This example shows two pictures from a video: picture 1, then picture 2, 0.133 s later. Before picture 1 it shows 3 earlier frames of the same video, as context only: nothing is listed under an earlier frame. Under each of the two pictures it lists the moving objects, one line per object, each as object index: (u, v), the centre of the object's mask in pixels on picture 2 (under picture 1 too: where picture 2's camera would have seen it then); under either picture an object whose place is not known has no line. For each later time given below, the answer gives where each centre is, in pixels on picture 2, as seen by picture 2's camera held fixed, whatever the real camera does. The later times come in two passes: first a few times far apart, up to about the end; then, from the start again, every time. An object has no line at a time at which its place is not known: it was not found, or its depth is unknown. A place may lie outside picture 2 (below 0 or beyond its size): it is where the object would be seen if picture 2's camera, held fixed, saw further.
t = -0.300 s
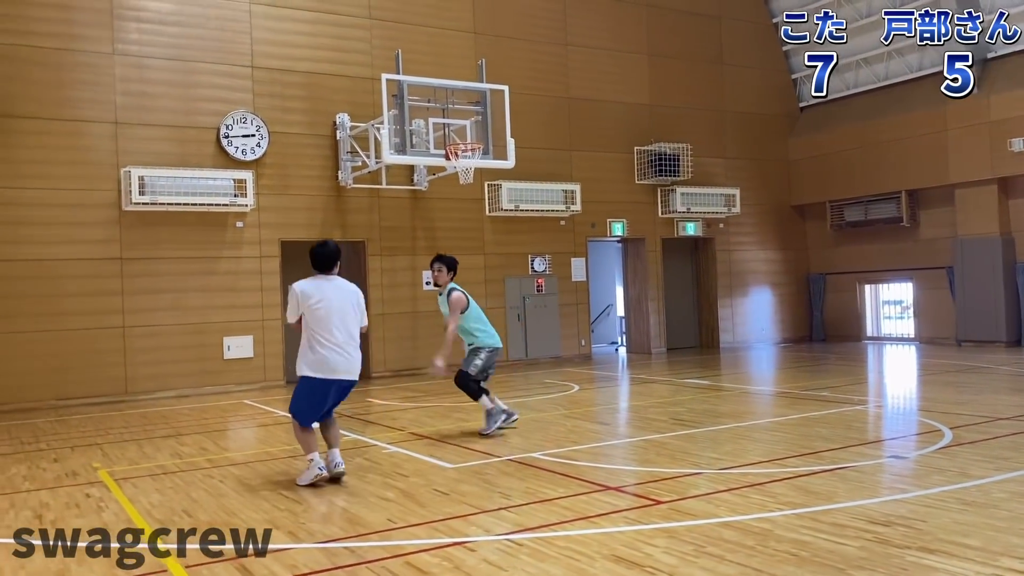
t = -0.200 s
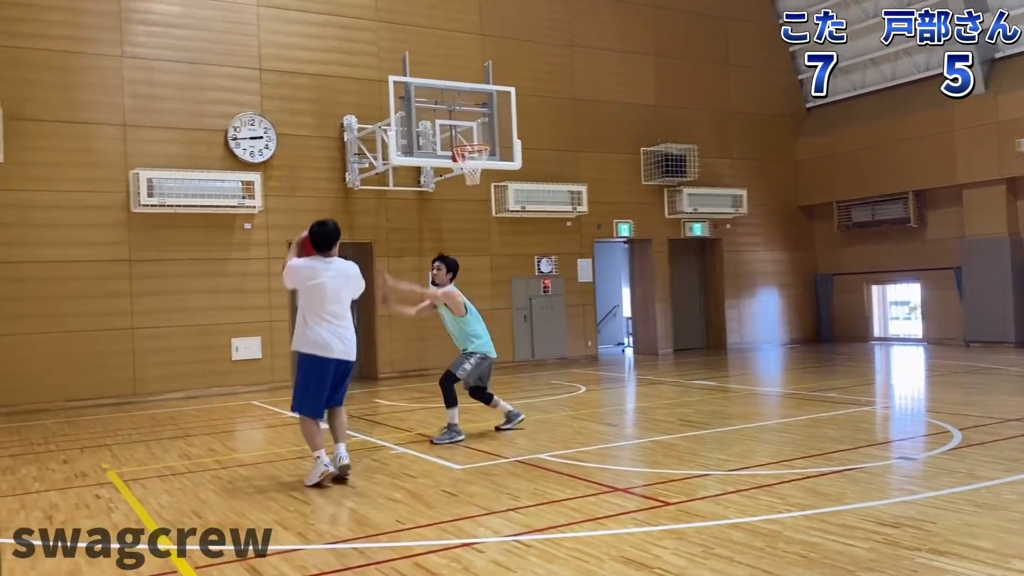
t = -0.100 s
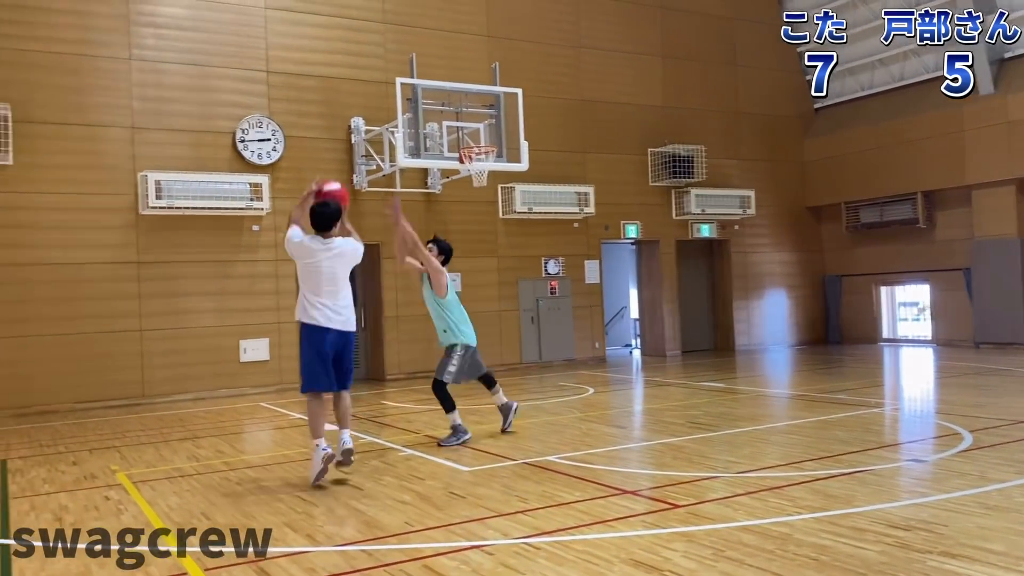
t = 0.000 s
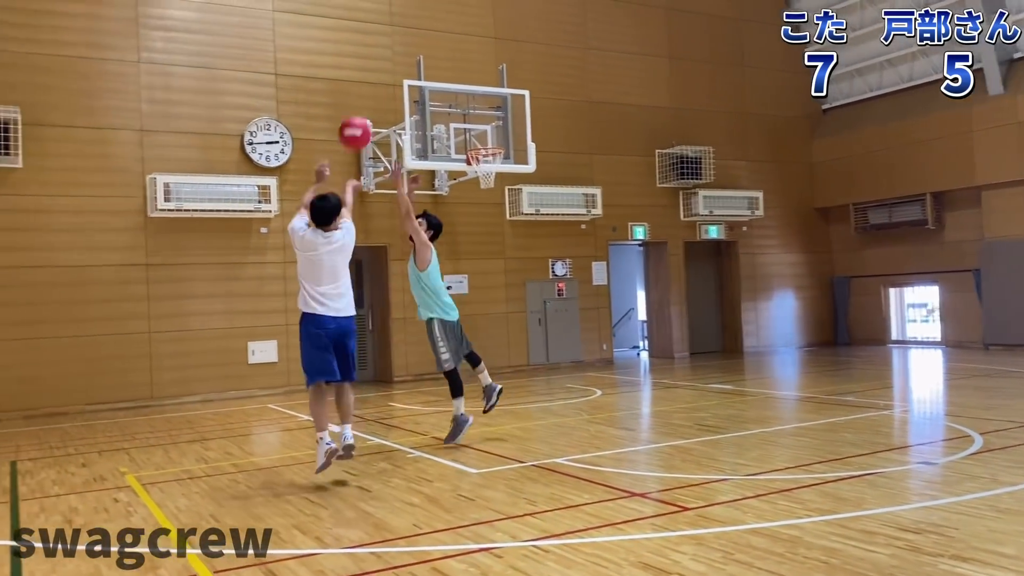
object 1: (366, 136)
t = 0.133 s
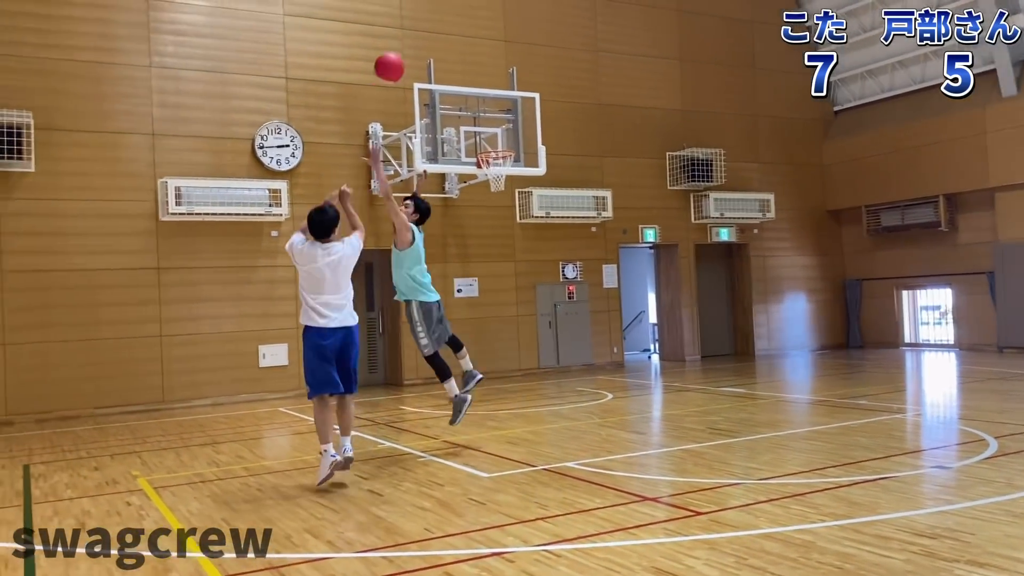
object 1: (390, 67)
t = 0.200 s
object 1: (400, 45)
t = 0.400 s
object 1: (429, 13)
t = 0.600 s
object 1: (455, 24)
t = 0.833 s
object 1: (481, 76)
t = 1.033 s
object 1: (501, 143)
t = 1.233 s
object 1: (521, 106)
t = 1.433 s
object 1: (544, 97)
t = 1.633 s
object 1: (572, 127)
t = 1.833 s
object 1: (606, 203)
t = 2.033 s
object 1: (642, 332)
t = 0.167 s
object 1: (395, 55)
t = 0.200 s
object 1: (400, 45)
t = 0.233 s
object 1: (405, 36)
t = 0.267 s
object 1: (410, 29)
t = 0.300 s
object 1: (416, 23)
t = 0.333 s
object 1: (420, 18)
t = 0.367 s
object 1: (425, 15)
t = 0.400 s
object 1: (429, 13)
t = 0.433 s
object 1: (434, 12)
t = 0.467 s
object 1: (438, 12)
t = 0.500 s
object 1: (443, 14)
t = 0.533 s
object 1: (447, 16)
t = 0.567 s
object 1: (451, 20)
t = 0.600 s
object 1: (455, 24)
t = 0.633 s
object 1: (458, 29)
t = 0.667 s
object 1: (462, 35)
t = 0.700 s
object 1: (466, 42)
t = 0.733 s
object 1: (470, 49)
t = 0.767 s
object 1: (474, 58)
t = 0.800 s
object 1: (477, 67)
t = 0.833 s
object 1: (481, 76)
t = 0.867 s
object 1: (484, 87)
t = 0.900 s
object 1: (488, 98)
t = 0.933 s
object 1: (491, 109)
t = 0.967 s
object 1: (494, 122)
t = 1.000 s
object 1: (497, 134)
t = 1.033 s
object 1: (501, 143)
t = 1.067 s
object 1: (504, 135)
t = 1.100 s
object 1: (506, 128)
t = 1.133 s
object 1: (510, 121)
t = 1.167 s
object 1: (513, 115)
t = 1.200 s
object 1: (517, 110)
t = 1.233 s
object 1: (521, 106)
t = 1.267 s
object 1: (524, 102)
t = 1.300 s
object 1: (528, 99)
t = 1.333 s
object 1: (532, 97)
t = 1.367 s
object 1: (536, 96)
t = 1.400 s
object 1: (540, 96)
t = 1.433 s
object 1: (544, 97)
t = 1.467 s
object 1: (548, 100)
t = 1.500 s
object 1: (552, 103)
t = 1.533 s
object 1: (557, 107)
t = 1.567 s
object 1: (563, 113)
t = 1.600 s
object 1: (567, 119)
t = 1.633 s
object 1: (572, 127)
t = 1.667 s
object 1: (578, 137)
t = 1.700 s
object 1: (583, 147)
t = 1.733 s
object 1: (589, 159)
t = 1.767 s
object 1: (594, 173)
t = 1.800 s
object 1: (600, 187)
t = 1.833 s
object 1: (606, 203)
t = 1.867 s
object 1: (612, 221)
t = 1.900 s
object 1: (618, 239)
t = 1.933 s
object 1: (624, 259)
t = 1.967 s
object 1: (630, 282)
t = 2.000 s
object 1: (636, 306)
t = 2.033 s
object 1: (642, 332)
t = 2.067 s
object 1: (650, 356)
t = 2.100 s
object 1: (658, 384)
